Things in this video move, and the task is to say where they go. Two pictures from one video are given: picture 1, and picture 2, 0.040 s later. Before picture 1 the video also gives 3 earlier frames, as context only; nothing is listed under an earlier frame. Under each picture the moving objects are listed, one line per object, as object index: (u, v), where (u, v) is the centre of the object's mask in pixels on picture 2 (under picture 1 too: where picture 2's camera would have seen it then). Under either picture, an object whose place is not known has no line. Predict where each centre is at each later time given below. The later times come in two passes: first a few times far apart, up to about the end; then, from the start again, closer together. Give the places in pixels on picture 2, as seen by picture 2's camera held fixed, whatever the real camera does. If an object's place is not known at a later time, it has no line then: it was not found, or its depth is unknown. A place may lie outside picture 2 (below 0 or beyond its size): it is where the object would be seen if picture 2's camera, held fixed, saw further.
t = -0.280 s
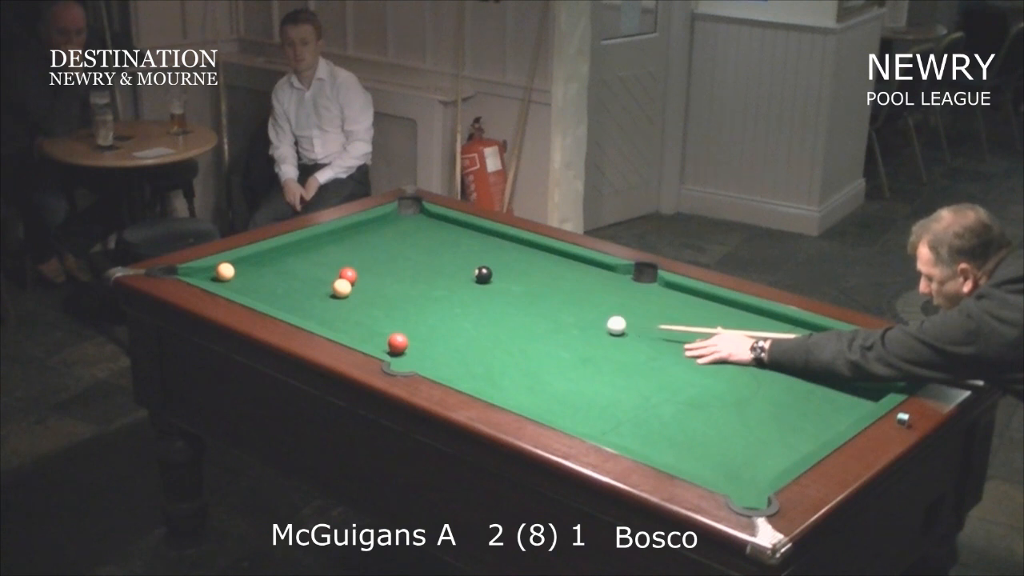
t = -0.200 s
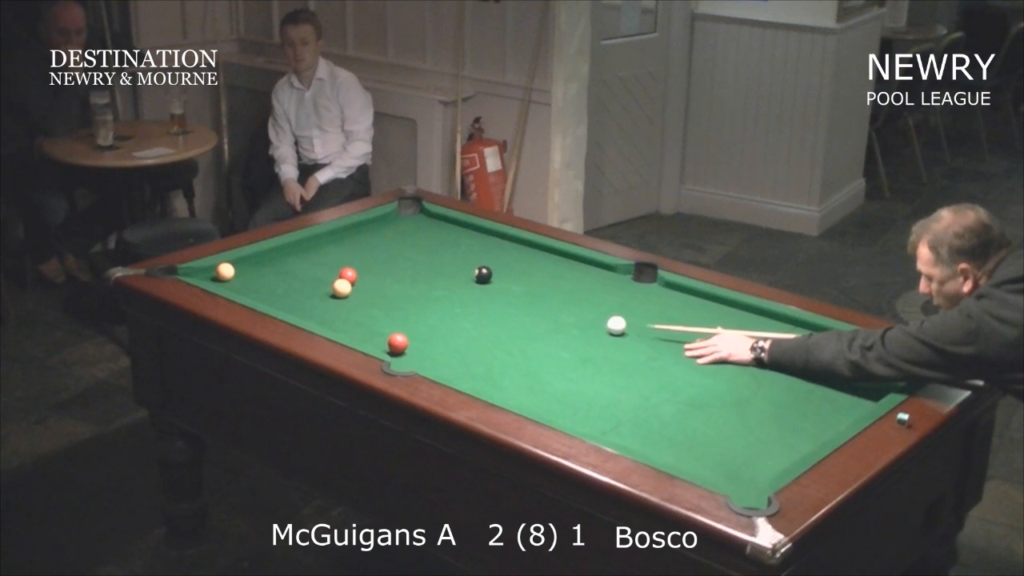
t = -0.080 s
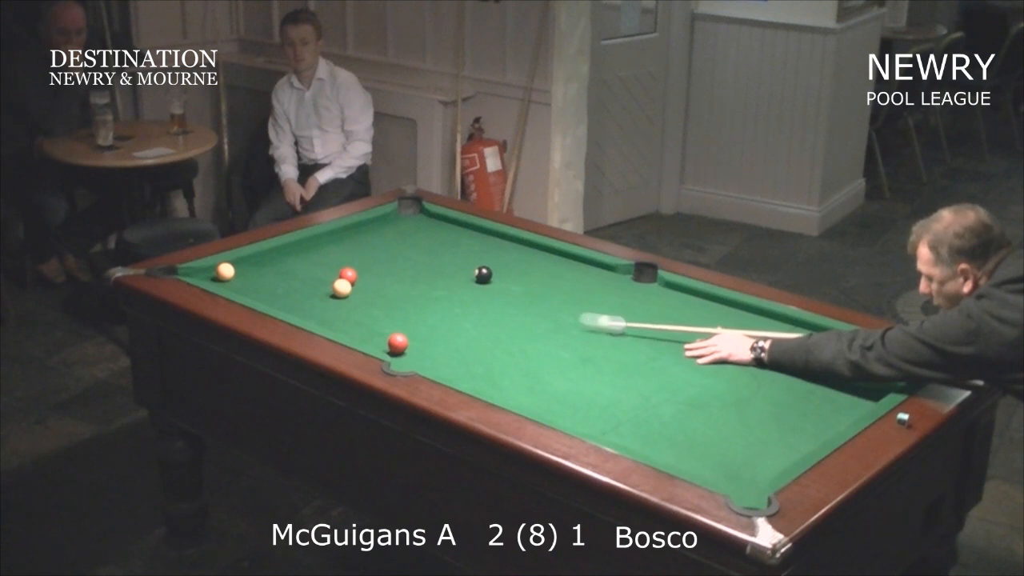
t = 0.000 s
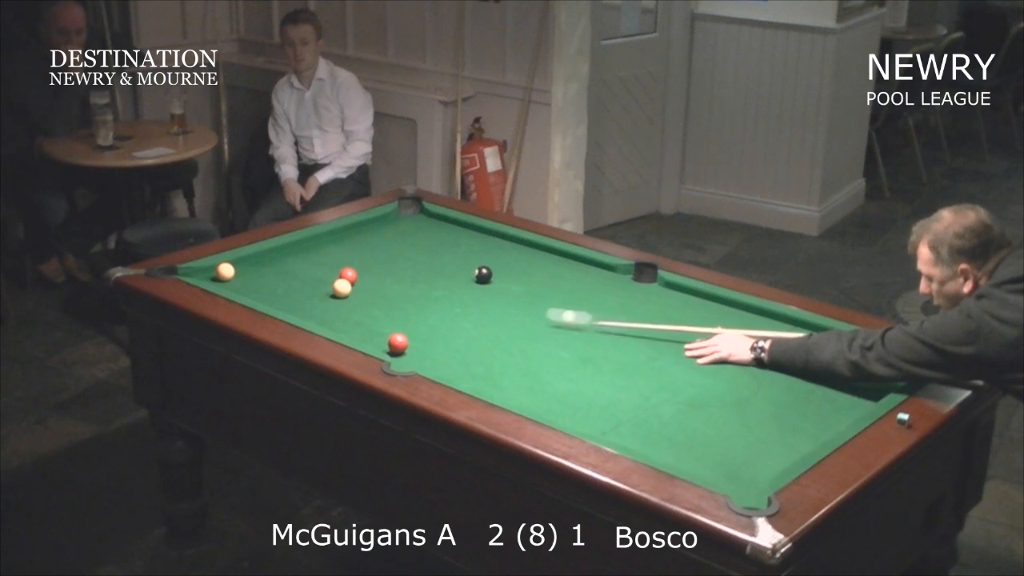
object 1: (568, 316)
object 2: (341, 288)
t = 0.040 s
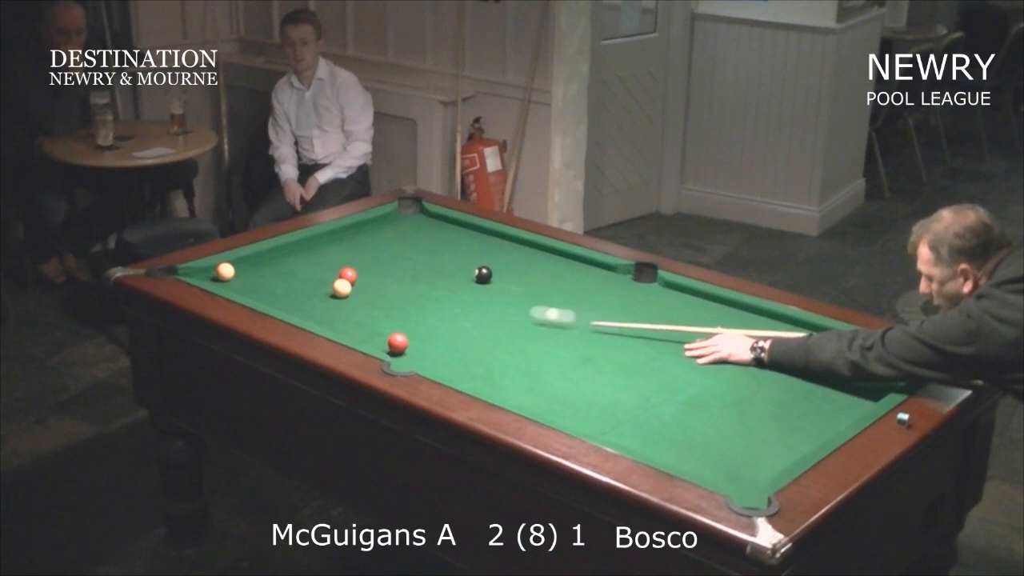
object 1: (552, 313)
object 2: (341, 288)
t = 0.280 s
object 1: (458, 301)
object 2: (341, 288)
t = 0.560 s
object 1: (360, 289)
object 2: (341, 288)
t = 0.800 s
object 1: (352, 285)
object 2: (288, 283)
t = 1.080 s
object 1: (343, 283)
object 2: (238, 280)
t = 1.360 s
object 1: (339, 283)
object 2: (187, 273)
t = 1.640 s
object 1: (338, 283)
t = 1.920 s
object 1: (338, 283)
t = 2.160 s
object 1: (337, 283)
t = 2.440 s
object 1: (338, 283)
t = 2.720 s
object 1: (338, 283)
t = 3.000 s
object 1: (338, 283)
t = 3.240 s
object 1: (338, 283)
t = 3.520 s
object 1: (337, 283)
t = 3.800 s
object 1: (338, 283)
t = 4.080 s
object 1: (337, 283)
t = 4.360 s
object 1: (338, 283)
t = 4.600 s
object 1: (338, 283)
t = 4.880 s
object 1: (338, 283)
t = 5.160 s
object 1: (338, 283)
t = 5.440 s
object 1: (338, 283)
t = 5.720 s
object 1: (338, 283)
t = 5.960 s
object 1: (338, 283)
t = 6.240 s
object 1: (338, 283)
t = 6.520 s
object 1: (338, 283)
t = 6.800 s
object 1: (338, 283)
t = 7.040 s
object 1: (338, 283)
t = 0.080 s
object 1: (536, 312)
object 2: (341, 288)
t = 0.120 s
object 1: (520, 310)
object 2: (341, 288)
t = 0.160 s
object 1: (504, 307)
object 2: (341, 288)
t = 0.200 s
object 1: (488, 305)
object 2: (341, 288)
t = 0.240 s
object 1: (473, 303)
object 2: (341, 288)
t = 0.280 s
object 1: (458, 301)
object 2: (341, 288)
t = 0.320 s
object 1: (443, 299)
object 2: (341, 288)
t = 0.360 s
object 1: (428, 297)
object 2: (341, 288)
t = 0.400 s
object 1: (413, 295)
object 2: (341, 288)
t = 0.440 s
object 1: (399, 293)
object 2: (341, 288)
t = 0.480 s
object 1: (384, 291)
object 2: (341, 288)
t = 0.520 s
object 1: (371, 289)
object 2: (341, 288)
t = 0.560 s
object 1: (360, 289)
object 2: (341, 288)
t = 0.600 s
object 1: (360, 289)
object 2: (329, 286)
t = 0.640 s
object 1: (359, 288)
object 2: (320, 286)
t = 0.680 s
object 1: (357, 287)
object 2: (311, 285)
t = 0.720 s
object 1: (356, 286)
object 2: (303, 284)
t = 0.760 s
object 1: (354, 285)
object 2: (295, 284)
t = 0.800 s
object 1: (352, 285)
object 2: (288, 283)
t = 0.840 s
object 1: (351, 284)
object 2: (280, 283)
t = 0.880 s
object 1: (349, 284)
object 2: (272, 282)
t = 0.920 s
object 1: (348, 283)
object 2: (265, 281)
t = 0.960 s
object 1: (347, 283)
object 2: (258, 281)
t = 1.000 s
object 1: (345, 283)
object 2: (250, 280)
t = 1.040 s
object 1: (344, 283)
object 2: (244, 280)
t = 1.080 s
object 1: (343, 283)
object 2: (238, 280)
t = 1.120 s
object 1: (342, 283)
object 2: (231, 280)
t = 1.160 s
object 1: (342, 283)
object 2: (221, 278)
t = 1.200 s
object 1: (341, 283)
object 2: (212, 276)
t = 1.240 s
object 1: (340, 283)
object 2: (207, 275)
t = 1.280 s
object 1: (340, 283)
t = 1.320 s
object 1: (339, 283)
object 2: (195, 273)
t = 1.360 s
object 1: (339, 283)
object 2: (187, 273)
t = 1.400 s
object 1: (338, 283)
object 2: (183, 273)
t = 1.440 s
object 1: (338, 283)
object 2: (178, 273)
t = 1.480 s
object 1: (338, 283)
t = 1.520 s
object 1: (338, 283)
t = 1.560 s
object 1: (338, 283)
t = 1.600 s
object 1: (338, 283)
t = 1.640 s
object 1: (338, 283)
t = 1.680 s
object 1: (338, 283)
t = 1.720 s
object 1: (338, 283)
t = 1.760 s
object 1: (337, 283)
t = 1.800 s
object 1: (337, 283)
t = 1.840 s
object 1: (338, 283)
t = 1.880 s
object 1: (338, 283)
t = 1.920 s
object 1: (338, 283)
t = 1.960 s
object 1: (338, 283)
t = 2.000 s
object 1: (338, 283)
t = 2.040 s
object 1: (338, 283)
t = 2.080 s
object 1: (338, 283)
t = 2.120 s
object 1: (338, 283)
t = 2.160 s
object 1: (337, 283)
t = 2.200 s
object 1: (337, 283)
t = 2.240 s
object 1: (337, 283)
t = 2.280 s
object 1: (337, 283)
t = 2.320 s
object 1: (338, 283)
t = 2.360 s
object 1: (337, 283)
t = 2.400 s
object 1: (337, 283)
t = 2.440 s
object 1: (338, 283)
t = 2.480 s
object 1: (337, 283)
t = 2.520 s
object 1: (338, 283)
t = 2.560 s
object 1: (337, 283)
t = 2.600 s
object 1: (337, 283)
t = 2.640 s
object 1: (337, 283)
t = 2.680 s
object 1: (338, 283)
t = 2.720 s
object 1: (338, 283)
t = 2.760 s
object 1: (337, 283)
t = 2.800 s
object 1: (338, 283)
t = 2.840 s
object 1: (337, 283)
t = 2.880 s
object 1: (337, 283)
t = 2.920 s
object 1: (337, 283)
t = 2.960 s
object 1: (338, 283)
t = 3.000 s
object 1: (338, 283)
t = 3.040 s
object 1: (338, 283)
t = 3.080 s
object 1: (338, 283)
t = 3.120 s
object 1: (338, 283)
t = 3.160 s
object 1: (338, 283)
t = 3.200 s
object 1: (338, 283)
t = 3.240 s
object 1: (338, 283)
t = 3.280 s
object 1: (338, 283)
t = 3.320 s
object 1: (338, 283)
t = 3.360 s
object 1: (338, 283)
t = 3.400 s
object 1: (338, 283)
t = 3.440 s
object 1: (337, 283)
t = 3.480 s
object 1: (337, 283)
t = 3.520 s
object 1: (337, 283)
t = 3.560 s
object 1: (337, 283)
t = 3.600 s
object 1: (338, 283)
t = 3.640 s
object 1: (338, 283)
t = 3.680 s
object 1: (338, 283)
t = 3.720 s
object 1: (338, 283)
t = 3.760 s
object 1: (338, 283)
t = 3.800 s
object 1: (338, 283)
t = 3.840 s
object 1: (338, 283)
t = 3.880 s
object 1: (337, 283)
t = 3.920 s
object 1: (337, 283)
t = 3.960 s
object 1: (338, 283)
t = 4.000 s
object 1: (338, 283)
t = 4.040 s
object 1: (338, 283)
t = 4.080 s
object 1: (337, 283)
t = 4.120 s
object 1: (338, 283)
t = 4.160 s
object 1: (338, 283)
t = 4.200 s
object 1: (338, 283)
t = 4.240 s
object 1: (338, 283)
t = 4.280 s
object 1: (338, 283)
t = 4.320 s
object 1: (338, 283)
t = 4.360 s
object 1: (338, 283)
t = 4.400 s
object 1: (338, 283)
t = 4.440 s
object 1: (338, 283)
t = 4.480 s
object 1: (338, 283)
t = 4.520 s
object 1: (338, 283)
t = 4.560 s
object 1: (338, 283)
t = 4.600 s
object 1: (338, 283)
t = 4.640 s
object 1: (338, 283)
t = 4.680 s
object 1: (338, 283)
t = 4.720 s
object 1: (338, 283)
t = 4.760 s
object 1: (338, 283)
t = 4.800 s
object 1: (338, 283)
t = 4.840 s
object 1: (338, 283)
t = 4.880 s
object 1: (338, 283)
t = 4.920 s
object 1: (338, 283)
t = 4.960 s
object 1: (338, 283)
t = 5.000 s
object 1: (338, 283)
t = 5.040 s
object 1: (338, 283)
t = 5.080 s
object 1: (338, 283)
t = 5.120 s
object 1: (338, 283)
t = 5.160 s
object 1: (338, 283)
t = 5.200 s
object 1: (338, 283)
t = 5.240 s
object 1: (338, 283)
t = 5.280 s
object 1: (338, 283)
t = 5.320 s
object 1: (338, 283)
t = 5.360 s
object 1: (338, 283)
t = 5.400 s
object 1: (338, 283)
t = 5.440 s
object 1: (338, 283)
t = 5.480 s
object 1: (338, 283)
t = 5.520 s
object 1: (338, 283)
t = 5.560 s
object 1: (338, 283)
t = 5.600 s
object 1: (338, 283)
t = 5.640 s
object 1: (338, 283)
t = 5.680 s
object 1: (338, 283)
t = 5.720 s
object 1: (338, 283)
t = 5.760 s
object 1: (338, 283)
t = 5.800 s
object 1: (338, 283)
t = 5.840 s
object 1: (338, 283)
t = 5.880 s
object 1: (338, 283)
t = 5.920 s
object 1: (338, 283)
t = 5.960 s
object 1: (338, 283)
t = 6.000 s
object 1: (338, 283)
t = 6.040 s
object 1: (338, 283)
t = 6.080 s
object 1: (338, 283)
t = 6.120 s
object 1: (338, 283)
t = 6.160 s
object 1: (338, 283)
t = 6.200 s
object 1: (338, 283)
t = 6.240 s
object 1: (338, 283)
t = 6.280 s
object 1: (338, 283)
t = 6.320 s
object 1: (338, 283)
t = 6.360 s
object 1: (338, 283)
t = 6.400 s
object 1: (338, 283)
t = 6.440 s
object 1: (338, 283)
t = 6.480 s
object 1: (338, 283)
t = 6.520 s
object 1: (338, 283)
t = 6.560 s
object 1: (338, 283)
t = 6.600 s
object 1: (338, 283)
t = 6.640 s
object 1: (338, 283)
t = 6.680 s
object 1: (338, 283)
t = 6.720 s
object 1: (338, 283)
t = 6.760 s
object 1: (338, 283)
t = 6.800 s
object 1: (338, 283)
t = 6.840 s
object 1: (338, 283)
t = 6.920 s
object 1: (338, 283)
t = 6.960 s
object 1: (338, 283)
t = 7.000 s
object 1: (338, 283)
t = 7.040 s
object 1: (338, 283)
